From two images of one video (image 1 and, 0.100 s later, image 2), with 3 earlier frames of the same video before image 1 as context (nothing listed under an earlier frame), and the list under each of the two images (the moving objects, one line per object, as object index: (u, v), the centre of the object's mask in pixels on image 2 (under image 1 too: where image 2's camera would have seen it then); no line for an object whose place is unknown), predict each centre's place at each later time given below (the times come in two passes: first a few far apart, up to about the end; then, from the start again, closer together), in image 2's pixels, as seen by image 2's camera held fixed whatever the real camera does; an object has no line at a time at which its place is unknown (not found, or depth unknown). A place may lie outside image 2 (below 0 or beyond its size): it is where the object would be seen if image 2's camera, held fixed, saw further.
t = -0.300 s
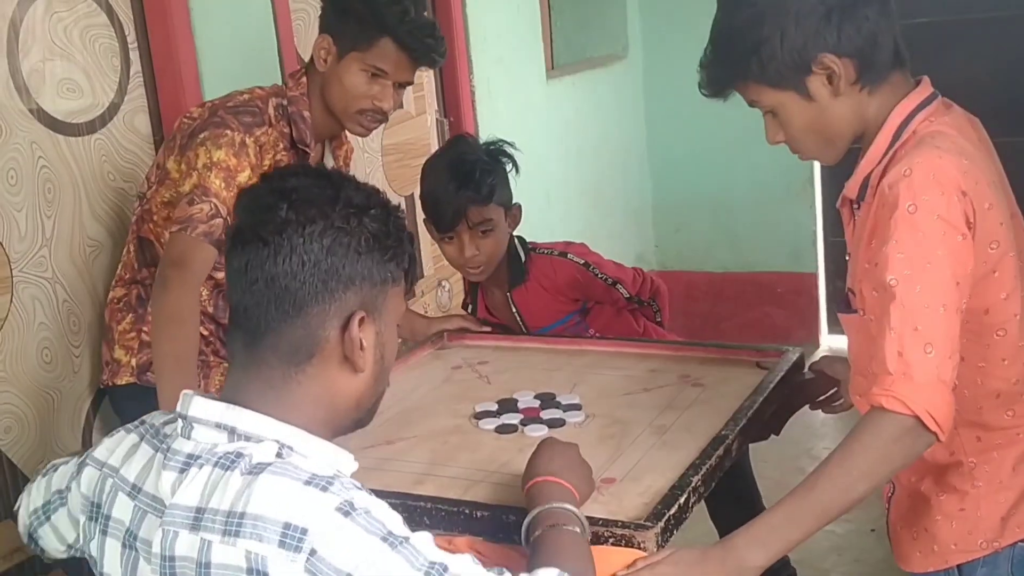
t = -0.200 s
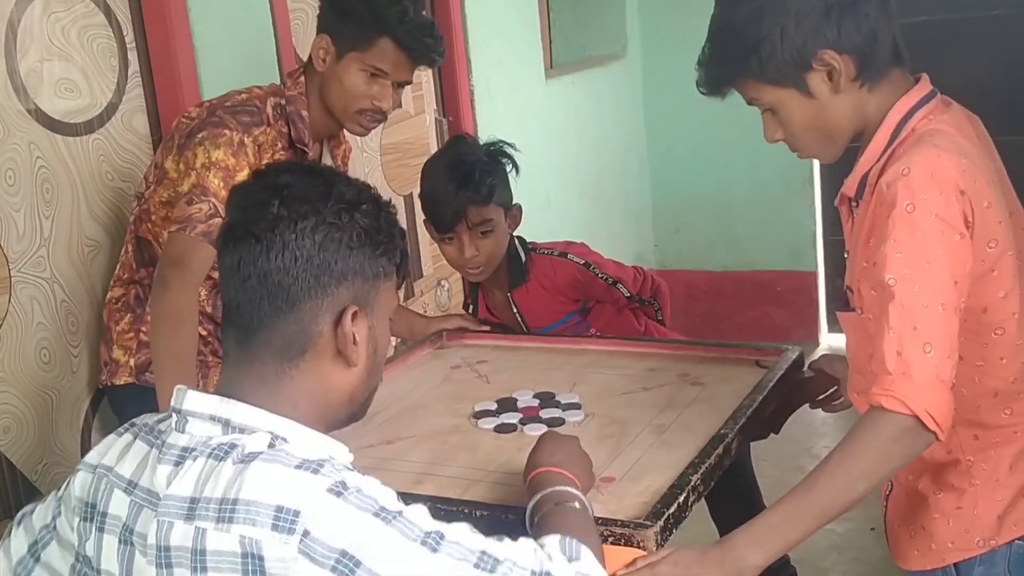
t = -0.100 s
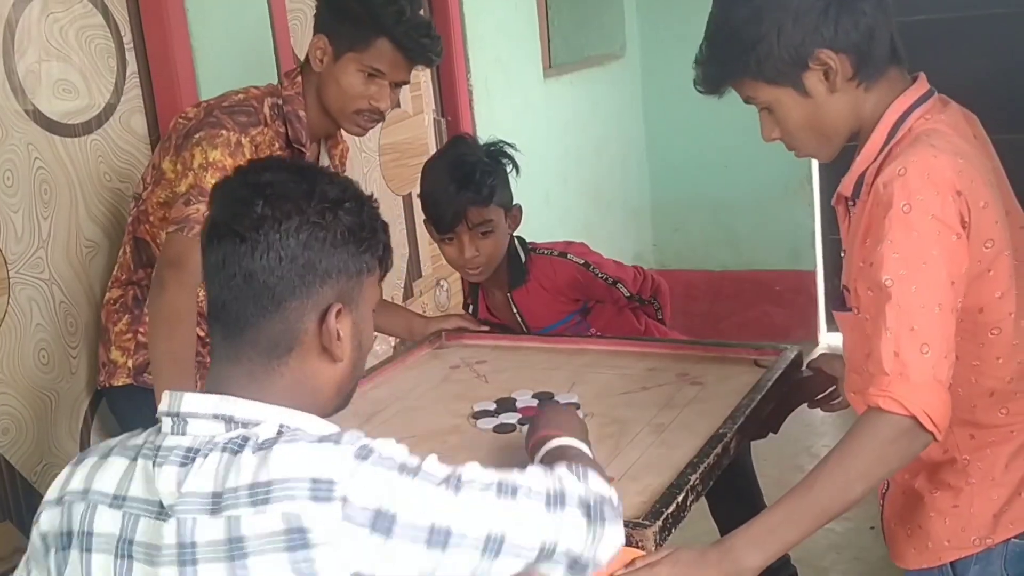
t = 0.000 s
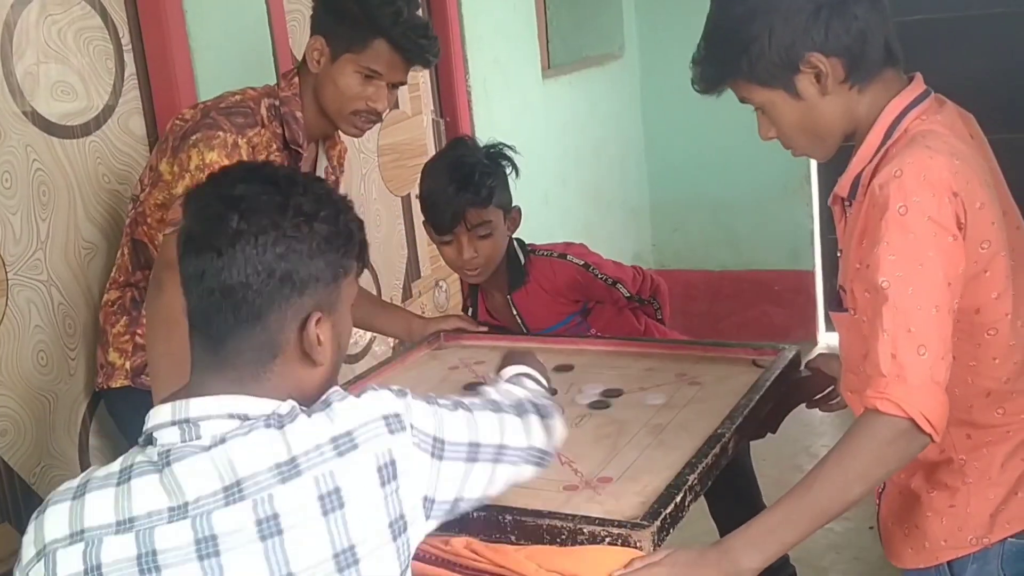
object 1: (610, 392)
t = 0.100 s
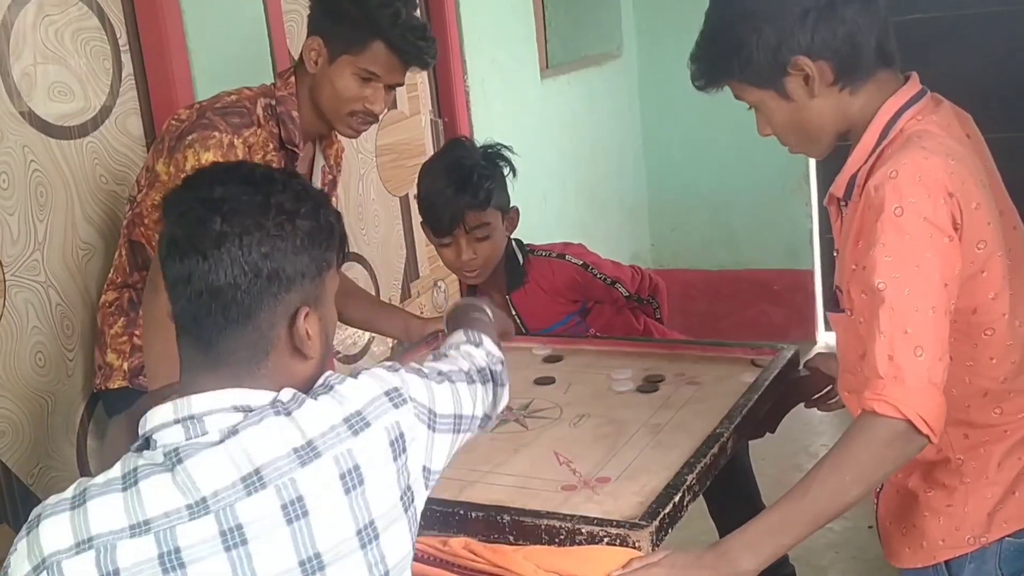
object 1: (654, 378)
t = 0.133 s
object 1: (666, 374)
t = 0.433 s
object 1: (654, 368)
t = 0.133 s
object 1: (666, 374)
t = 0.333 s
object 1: (669, 366)
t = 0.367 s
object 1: (662, 367)
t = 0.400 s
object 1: (657, 368)
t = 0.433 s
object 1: (654, 368)
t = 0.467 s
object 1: (653, 368)
